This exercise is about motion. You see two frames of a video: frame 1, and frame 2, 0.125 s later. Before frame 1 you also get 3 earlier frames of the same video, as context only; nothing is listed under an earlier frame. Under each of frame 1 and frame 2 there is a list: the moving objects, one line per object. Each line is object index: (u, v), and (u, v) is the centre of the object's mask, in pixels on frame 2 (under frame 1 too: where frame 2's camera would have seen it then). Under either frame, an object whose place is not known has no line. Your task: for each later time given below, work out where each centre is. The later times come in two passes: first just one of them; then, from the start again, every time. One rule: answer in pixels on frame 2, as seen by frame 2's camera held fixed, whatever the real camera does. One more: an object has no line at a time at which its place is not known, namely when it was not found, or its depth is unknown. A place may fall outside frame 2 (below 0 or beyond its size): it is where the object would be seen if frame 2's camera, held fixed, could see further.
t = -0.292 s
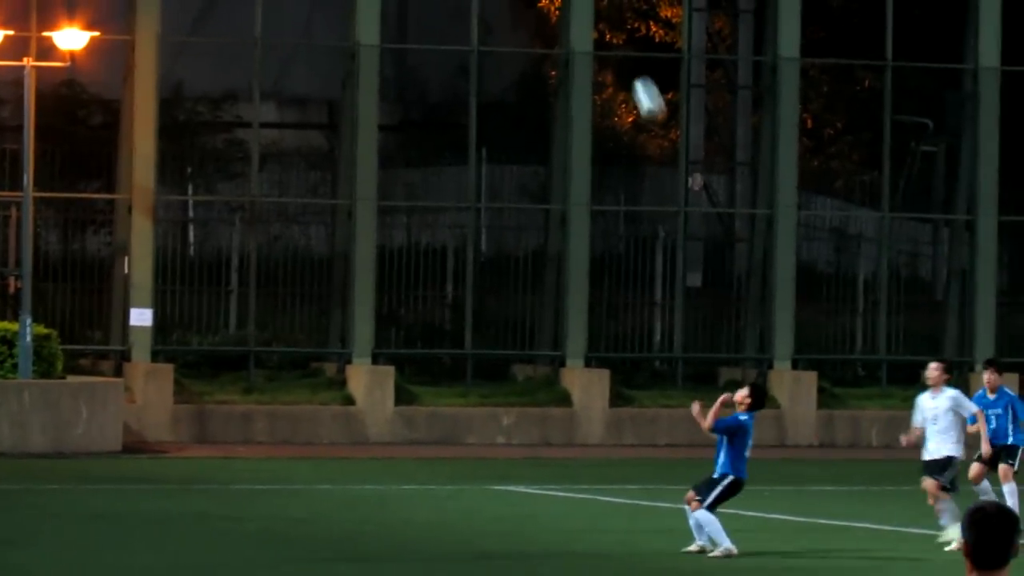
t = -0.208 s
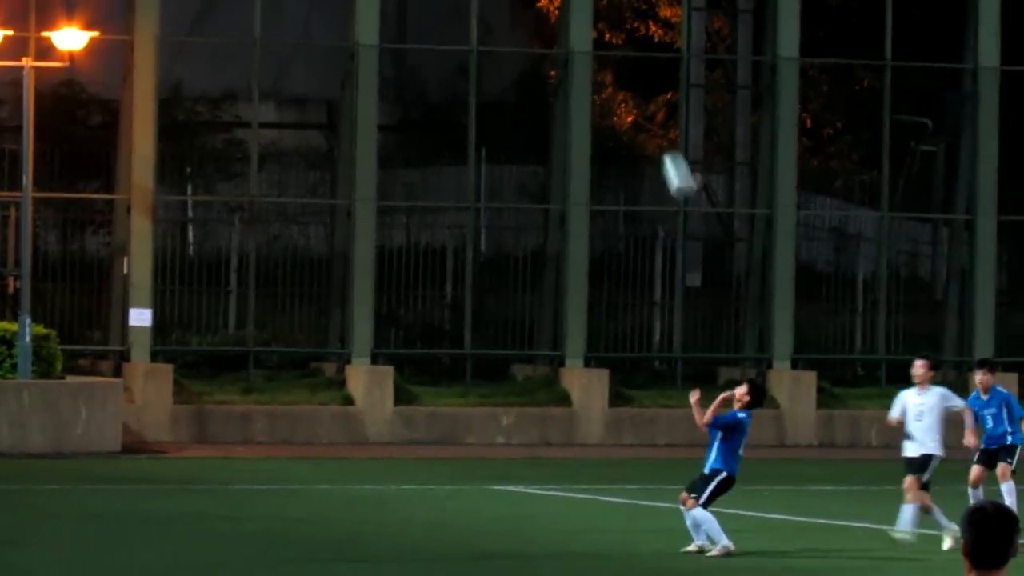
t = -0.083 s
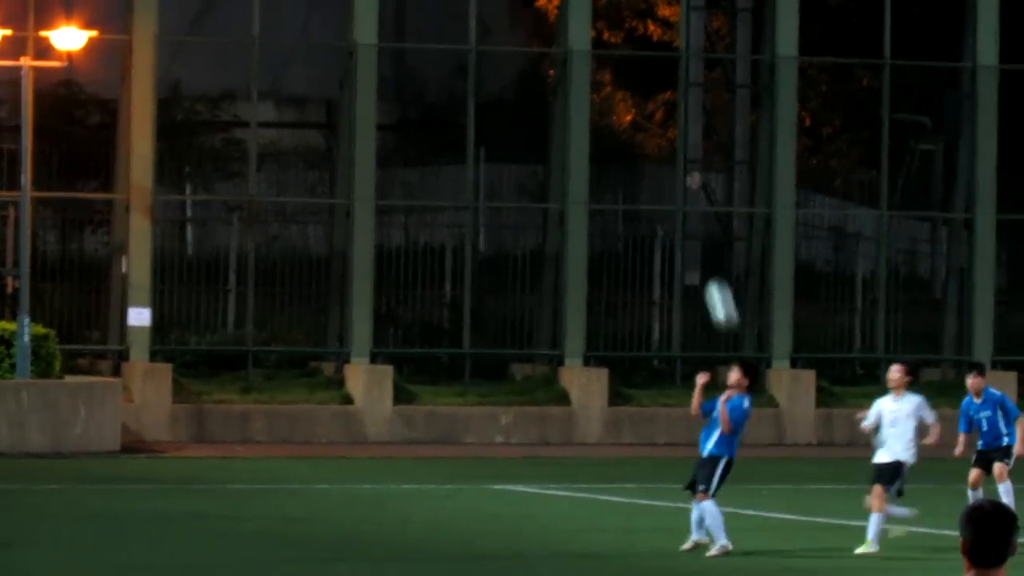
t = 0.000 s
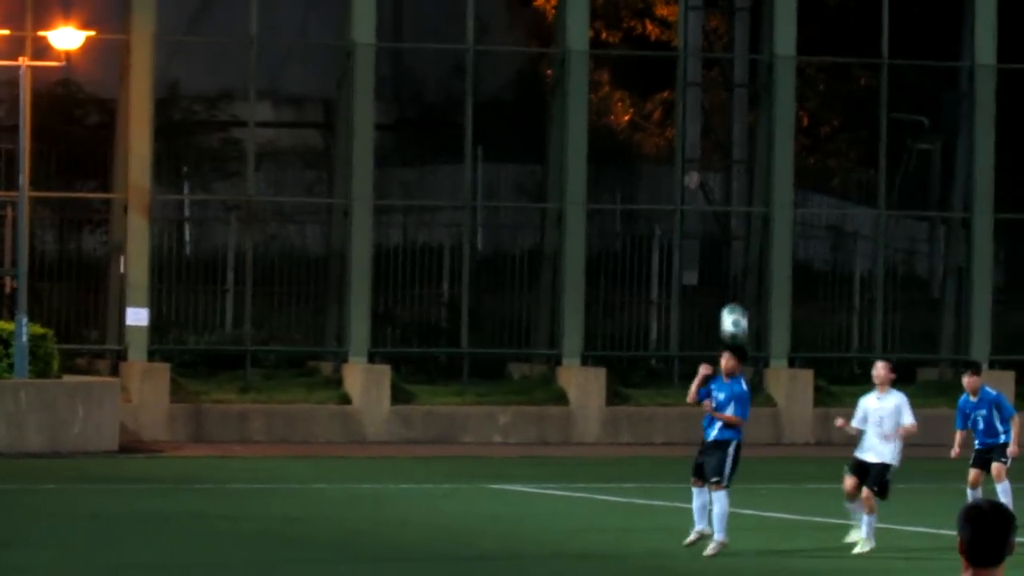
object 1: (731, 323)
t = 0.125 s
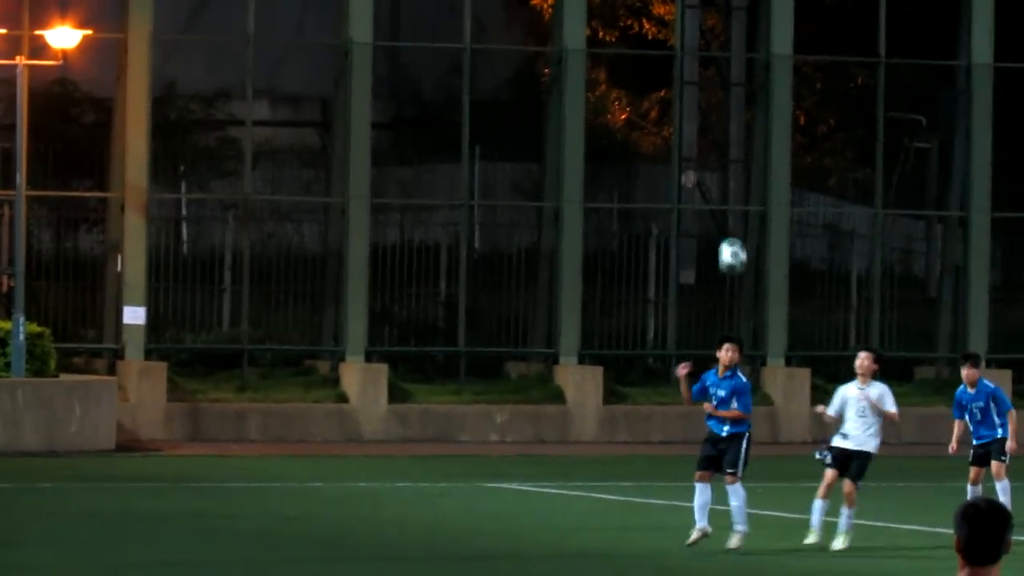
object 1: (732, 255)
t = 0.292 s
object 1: (735, 198)
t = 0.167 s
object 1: (733, 238)
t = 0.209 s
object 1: (733, 222)
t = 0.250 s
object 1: (734, 209)
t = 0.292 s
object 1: (735, 198)
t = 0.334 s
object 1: (736, 190)
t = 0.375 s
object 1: (737, 185)
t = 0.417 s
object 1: (738, 181)
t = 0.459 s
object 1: (739, 180)
